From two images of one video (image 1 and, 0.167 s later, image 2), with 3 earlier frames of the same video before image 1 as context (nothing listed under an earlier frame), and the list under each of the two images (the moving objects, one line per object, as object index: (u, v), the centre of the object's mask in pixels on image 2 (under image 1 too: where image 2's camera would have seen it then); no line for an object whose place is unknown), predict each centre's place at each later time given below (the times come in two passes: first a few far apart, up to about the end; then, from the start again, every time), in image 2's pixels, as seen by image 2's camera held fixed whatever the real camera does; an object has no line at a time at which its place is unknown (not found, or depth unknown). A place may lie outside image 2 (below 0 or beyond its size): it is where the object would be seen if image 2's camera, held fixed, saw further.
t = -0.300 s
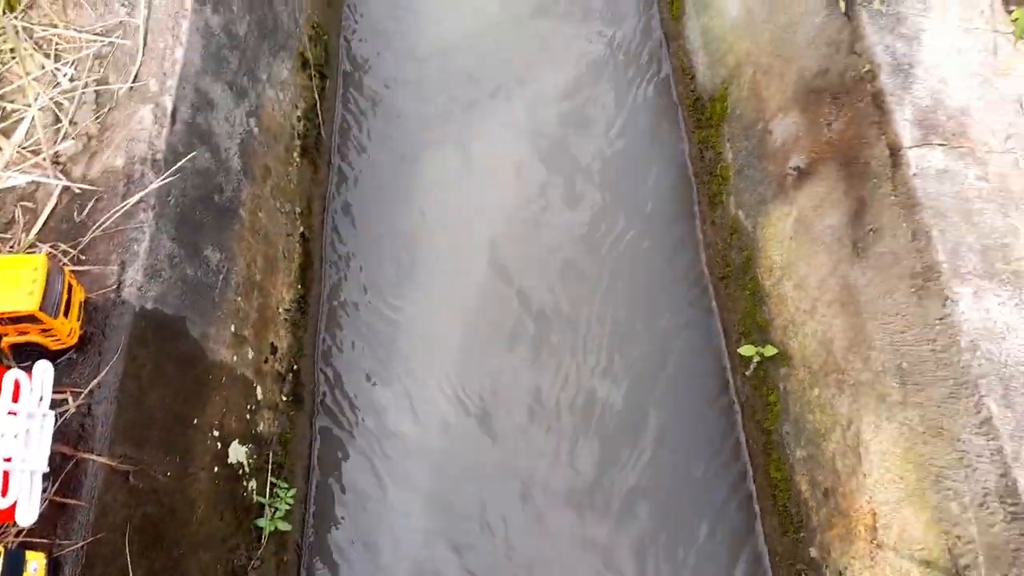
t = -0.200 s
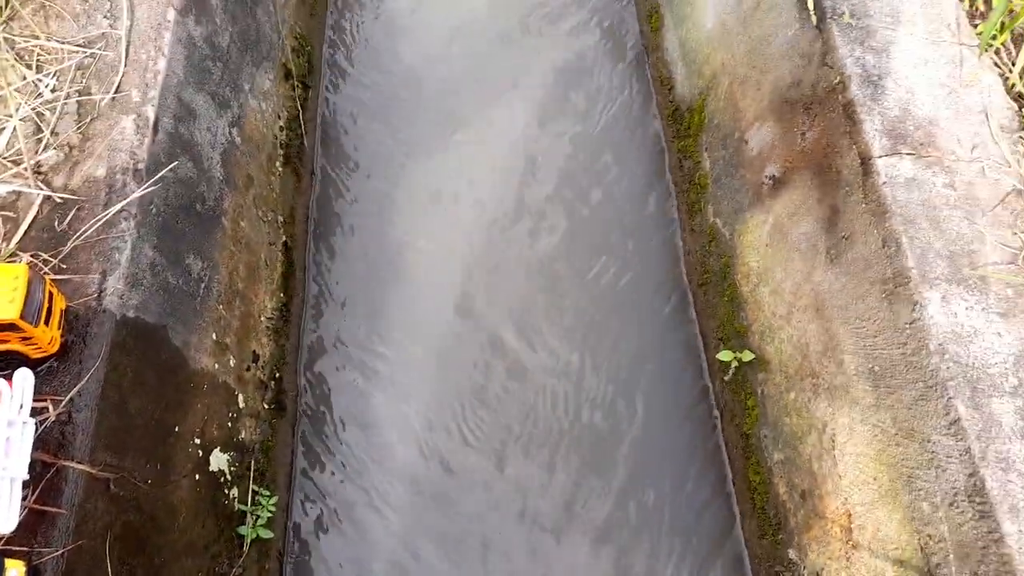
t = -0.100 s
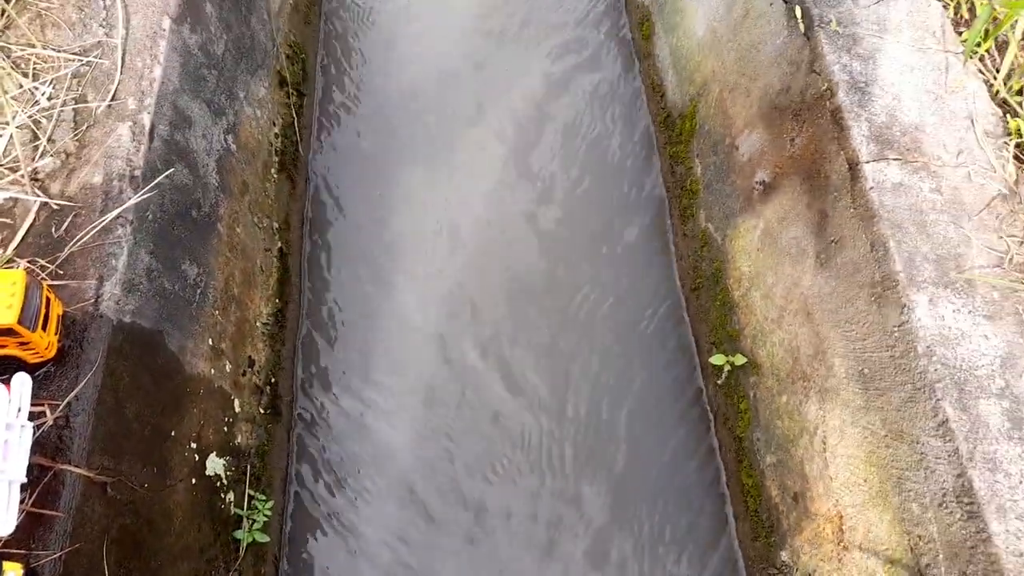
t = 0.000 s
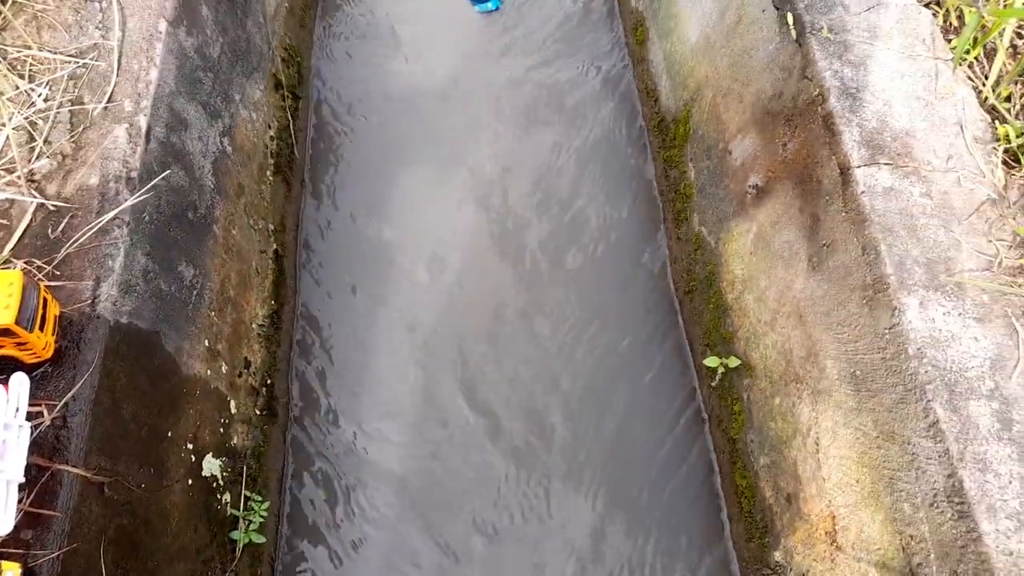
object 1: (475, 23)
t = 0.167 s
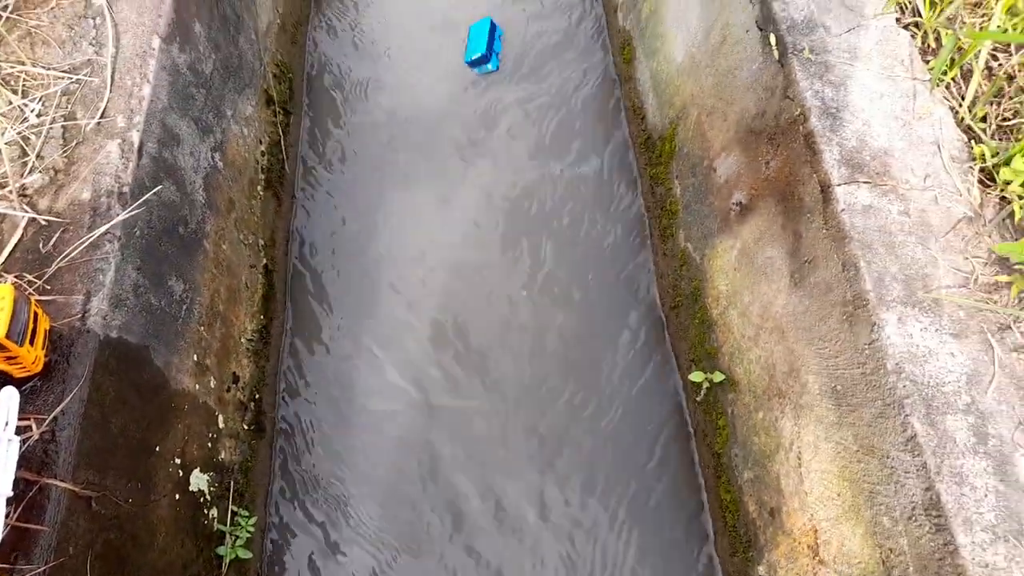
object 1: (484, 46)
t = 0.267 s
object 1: (487, 71)
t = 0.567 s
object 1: (496, 159)
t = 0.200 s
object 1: (485, 55)
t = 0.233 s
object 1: (486, 63)
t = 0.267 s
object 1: (487, 71)
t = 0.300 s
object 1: (488, 80)
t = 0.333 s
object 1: (488, 88)
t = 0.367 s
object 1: (489, 98)
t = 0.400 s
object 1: (490, 107)
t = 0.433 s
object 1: (492, 117)
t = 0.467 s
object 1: (493, 128)
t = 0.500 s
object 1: (494, 138)
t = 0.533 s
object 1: (495, 148)
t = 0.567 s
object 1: (496, 159)
